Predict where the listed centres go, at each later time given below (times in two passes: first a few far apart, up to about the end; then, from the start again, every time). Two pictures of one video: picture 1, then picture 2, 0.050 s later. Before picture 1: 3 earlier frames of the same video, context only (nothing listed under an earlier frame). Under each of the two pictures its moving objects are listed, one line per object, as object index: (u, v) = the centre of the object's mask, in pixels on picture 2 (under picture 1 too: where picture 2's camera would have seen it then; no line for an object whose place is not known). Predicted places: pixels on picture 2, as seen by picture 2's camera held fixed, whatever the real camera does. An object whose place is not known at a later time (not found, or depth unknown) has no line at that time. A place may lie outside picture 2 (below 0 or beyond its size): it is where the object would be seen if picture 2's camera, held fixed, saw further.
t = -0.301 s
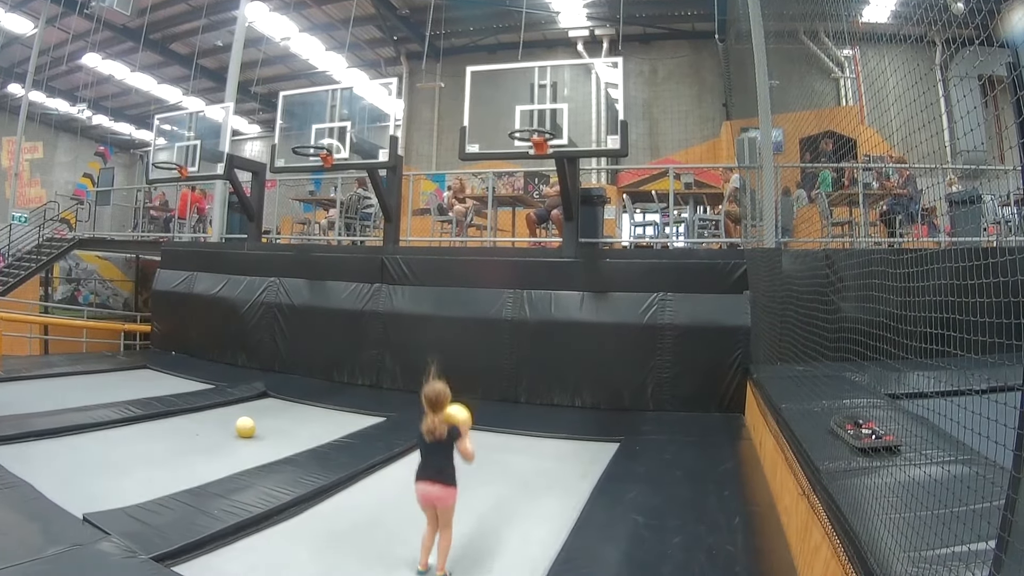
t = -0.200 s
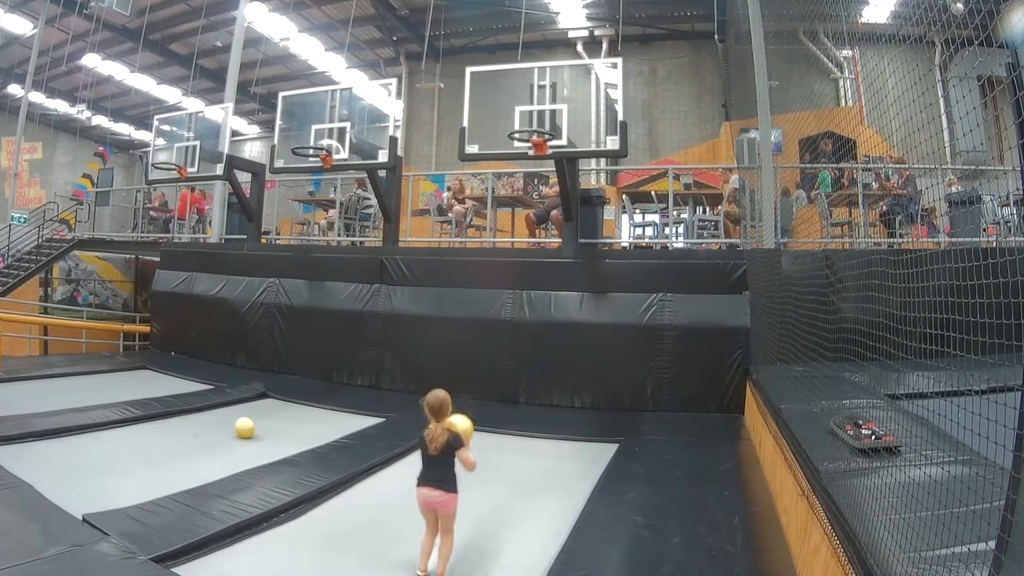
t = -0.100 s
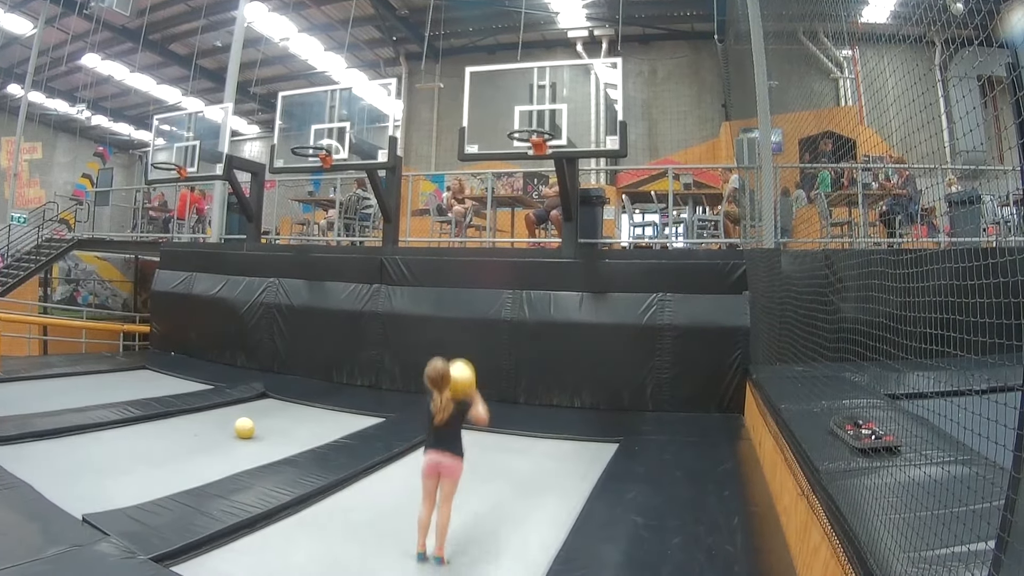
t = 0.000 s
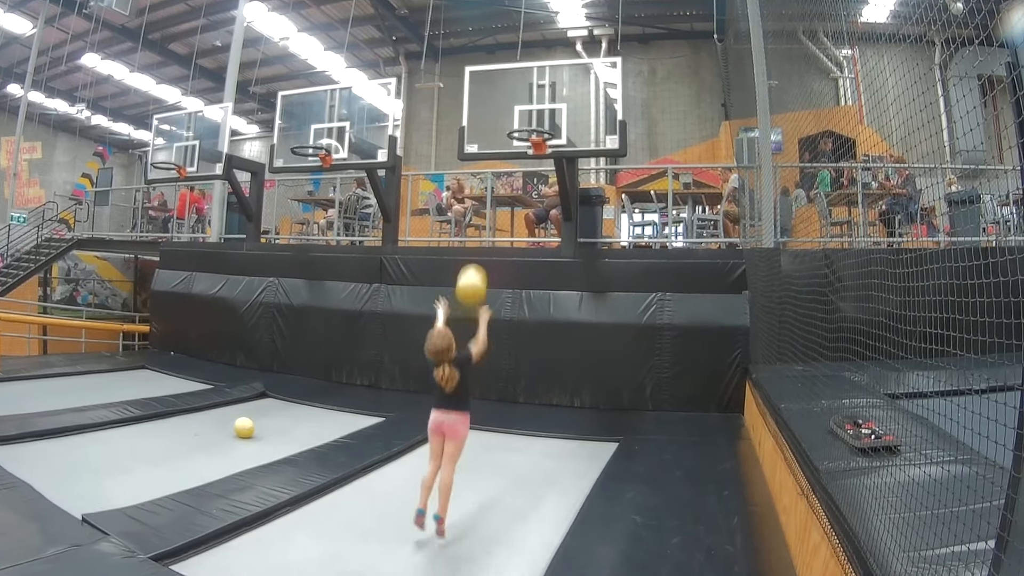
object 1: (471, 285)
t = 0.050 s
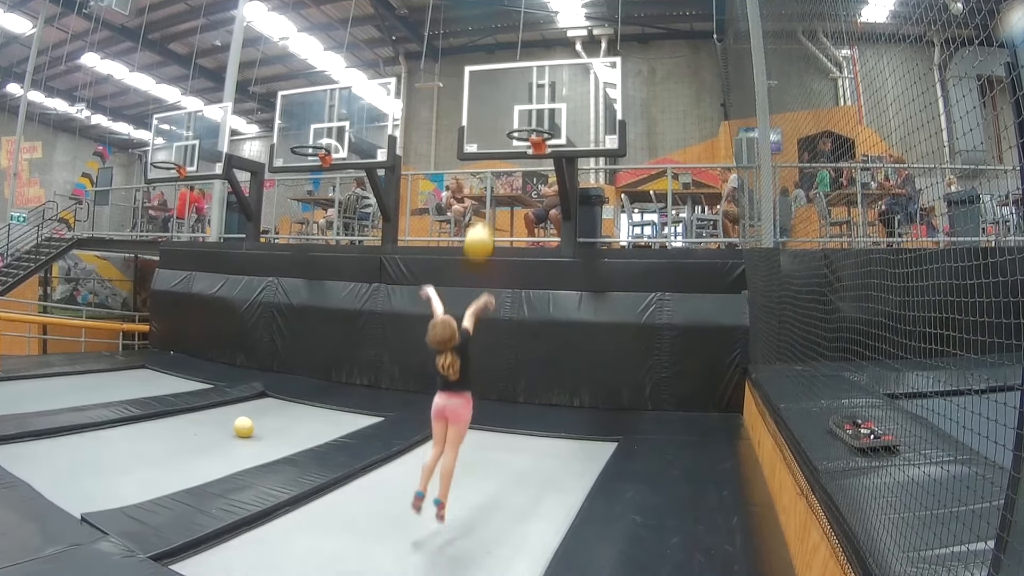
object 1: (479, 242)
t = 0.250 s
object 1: (503, 131)
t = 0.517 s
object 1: (524, 89)
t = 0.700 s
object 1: (536, 102)
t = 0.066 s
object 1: (481, 225)
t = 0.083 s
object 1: (484, 215)
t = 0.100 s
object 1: (486, 204)
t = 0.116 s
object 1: (488, 193)
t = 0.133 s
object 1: (490, 184)
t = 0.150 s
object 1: (492, 173)
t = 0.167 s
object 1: (494, 165)
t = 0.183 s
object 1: (496, 157)
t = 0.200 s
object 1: (498, 150)
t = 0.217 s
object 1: (500, 144)
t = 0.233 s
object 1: (501, 137)
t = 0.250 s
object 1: (503, 131)
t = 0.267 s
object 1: (504, 125)
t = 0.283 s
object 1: (506, 120)
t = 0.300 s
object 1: (507, 116)
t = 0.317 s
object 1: (509, 112)
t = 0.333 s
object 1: (510, 108)
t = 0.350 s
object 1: (512, 105)
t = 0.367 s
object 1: (513, 102)
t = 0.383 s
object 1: (515, 99)
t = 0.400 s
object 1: (516, 97)
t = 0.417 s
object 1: (518, 94)
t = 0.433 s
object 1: (519, 92)
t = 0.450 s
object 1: (520, 92)
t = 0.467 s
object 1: (521, 91)
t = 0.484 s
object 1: (522, 90)
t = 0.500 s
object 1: (523, 90)
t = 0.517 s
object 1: (524, 89)
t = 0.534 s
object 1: (526, 89)
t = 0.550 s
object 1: (527, 89)
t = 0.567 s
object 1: (528, 90)
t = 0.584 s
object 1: (529, 91)
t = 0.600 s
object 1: (530, 91)
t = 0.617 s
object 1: (530, 92)
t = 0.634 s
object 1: (532, 93)
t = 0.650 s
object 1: (533, 95)
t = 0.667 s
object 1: (534, 98)
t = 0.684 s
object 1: (535, 100)
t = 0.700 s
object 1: (536, 102)
